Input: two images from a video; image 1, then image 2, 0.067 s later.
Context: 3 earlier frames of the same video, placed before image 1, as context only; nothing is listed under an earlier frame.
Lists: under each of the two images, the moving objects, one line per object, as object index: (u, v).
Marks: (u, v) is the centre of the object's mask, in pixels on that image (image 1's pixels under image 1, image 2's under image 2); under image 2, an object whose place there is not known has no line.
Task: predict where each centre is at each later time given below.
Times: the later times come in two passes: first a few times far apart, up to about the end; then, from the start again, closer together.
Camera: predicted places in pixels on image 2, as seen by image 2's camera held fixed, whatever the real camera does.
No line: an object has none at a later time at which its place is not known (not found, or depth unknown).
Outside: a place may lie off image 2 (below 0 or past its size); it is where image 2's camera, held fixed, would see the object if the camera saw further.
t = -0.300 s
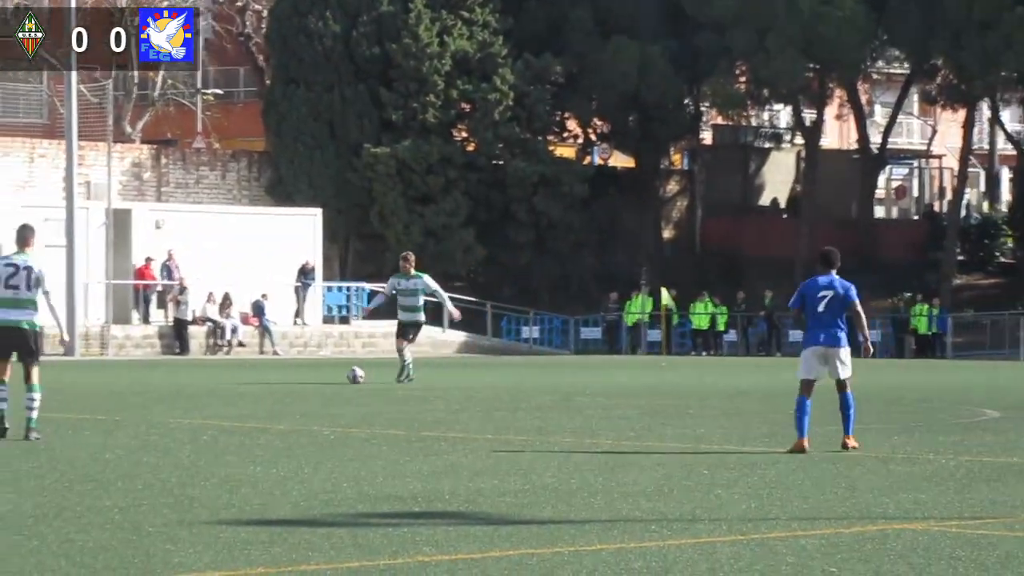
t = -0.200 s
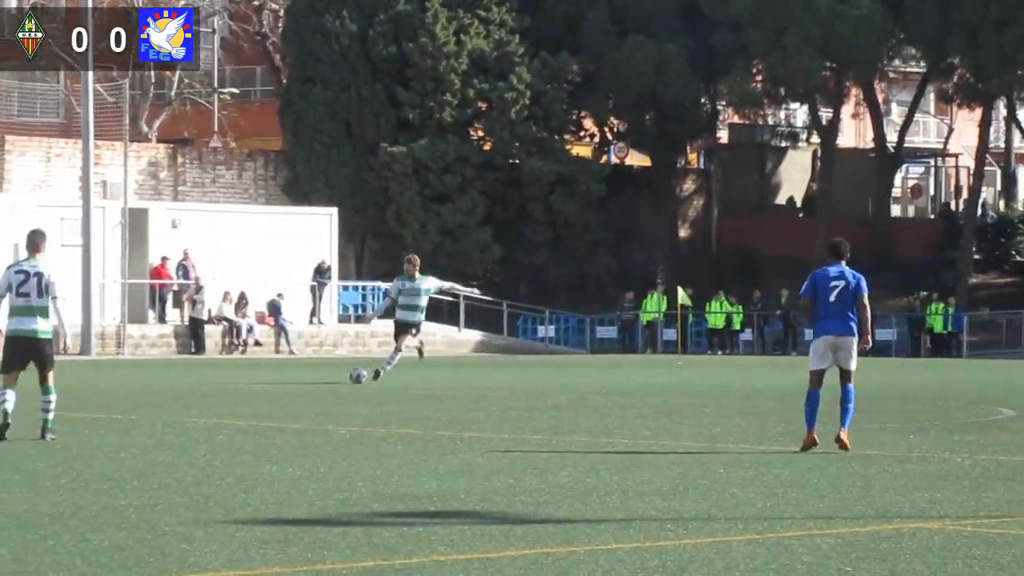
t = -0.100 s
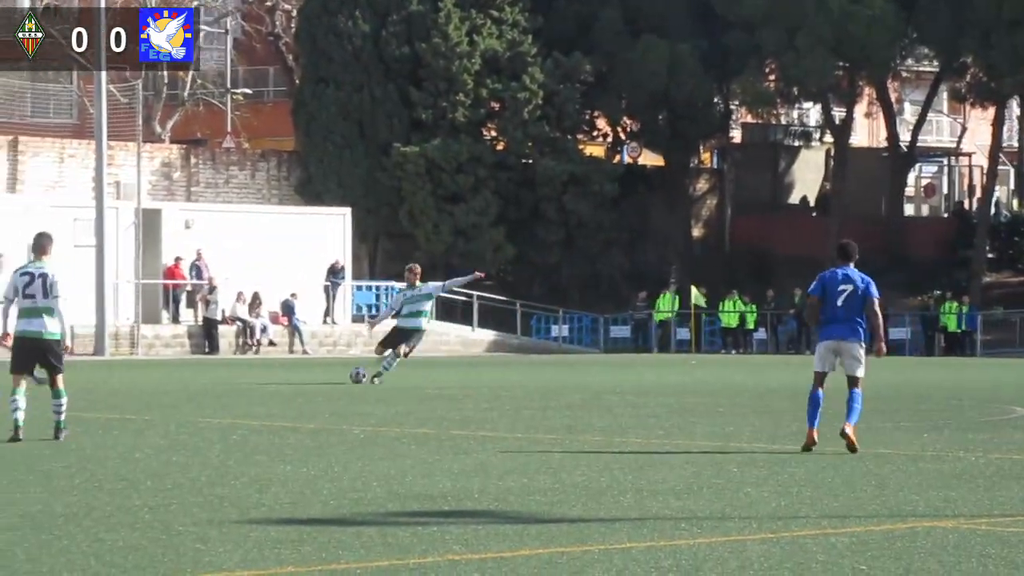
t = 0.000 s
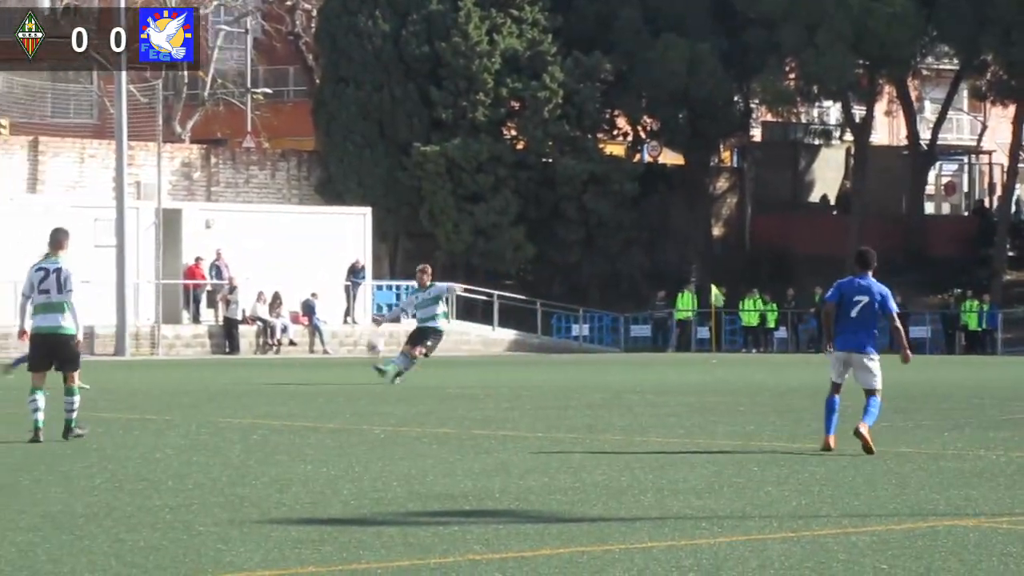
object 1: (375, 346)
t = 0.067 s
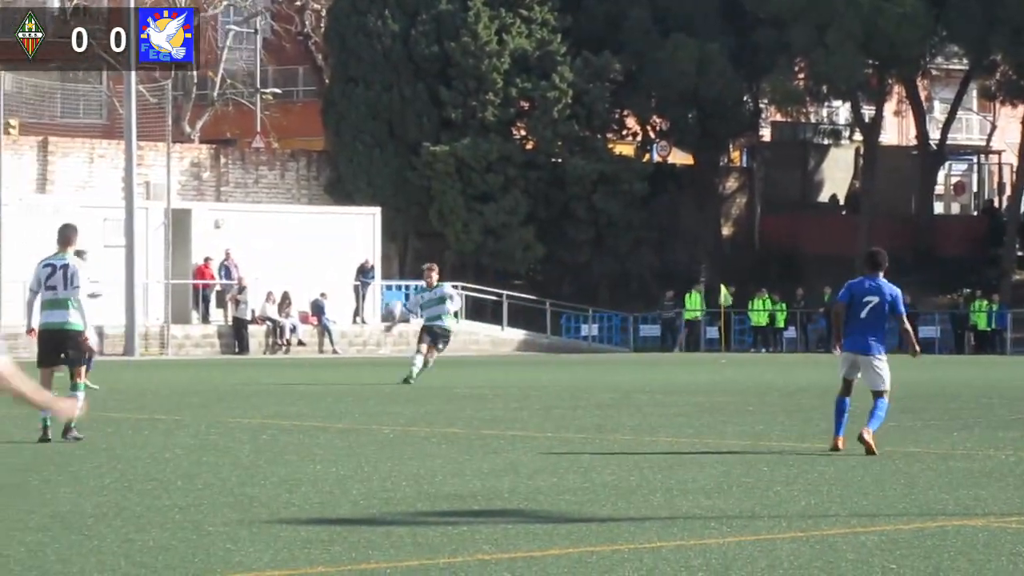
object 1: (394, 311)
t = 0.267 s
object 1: (434, 207)
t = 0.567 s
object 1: (556, 71)
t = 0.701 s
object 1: (638, 22)
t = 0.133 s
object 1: (404, 273)
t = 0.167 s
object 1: (410, 257)
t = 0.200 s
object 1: (416, 241)
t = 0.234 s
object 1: (425, 224)
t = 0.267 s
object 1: (434, 207)
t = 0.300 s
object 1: (443, 191)
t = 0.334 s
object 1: (454, 174)
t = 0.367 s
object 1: (466, 159)
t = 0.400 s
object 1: (479, 143)
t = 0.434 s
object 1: (492, 128)
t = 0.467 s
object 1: (508, 113)
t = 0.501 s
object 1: (522, 100)
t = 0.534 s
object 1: (539, 86)
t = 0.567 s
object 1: (556, 71)
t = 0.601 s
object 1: (576, 56)
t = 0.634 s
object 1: (595, 45)
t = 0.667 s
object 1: (618, 33)
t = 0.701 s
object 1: (638, 22)
